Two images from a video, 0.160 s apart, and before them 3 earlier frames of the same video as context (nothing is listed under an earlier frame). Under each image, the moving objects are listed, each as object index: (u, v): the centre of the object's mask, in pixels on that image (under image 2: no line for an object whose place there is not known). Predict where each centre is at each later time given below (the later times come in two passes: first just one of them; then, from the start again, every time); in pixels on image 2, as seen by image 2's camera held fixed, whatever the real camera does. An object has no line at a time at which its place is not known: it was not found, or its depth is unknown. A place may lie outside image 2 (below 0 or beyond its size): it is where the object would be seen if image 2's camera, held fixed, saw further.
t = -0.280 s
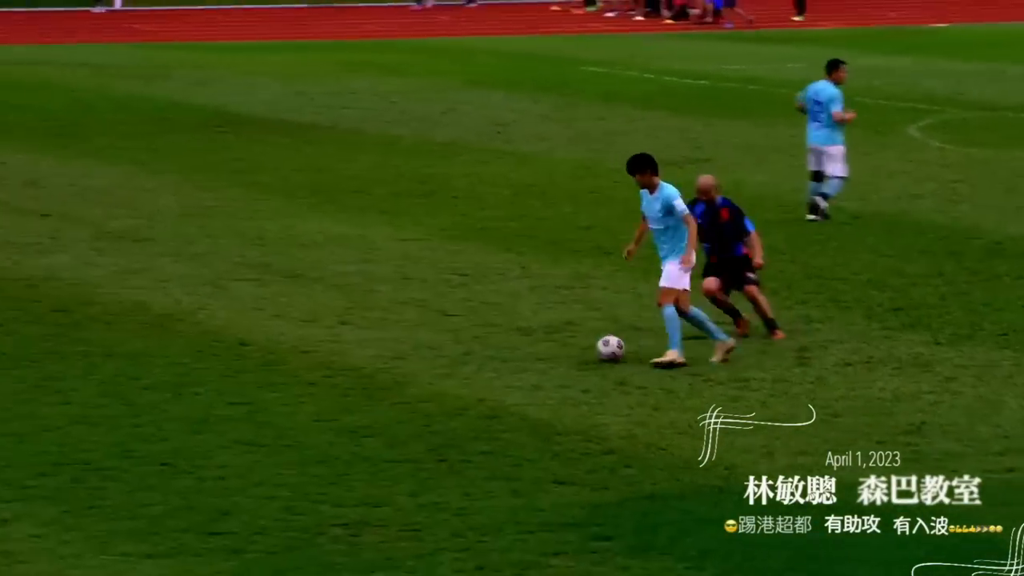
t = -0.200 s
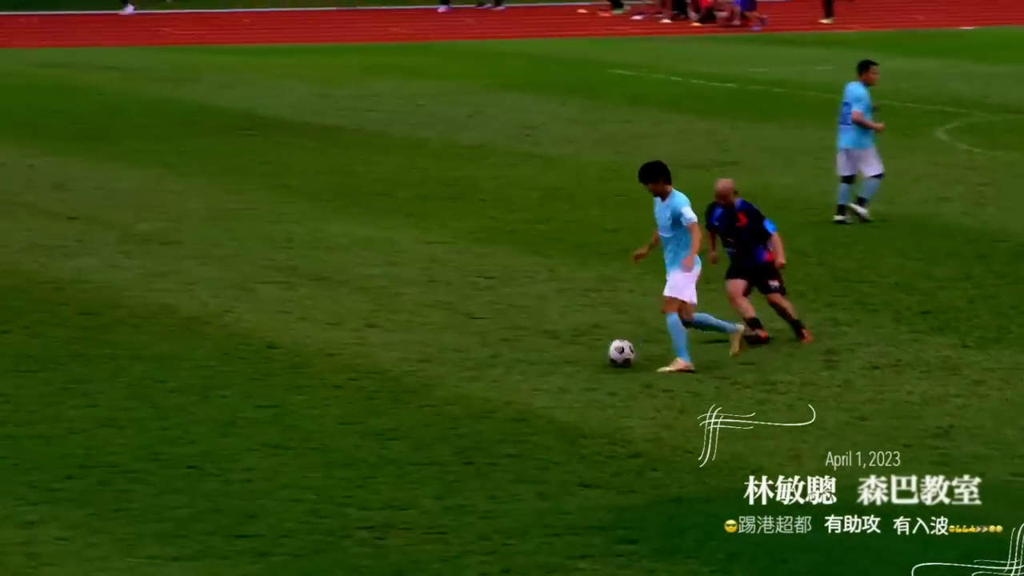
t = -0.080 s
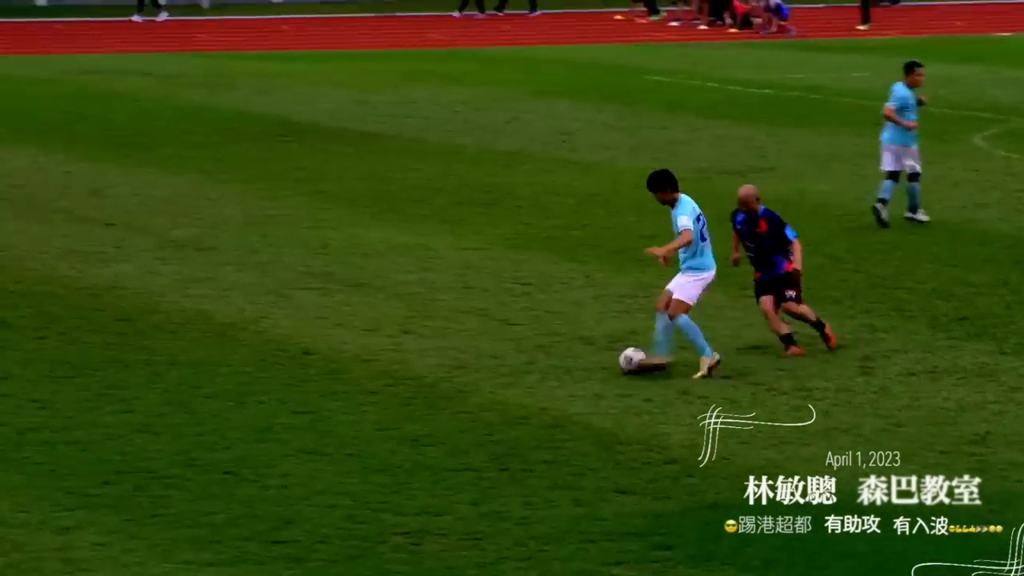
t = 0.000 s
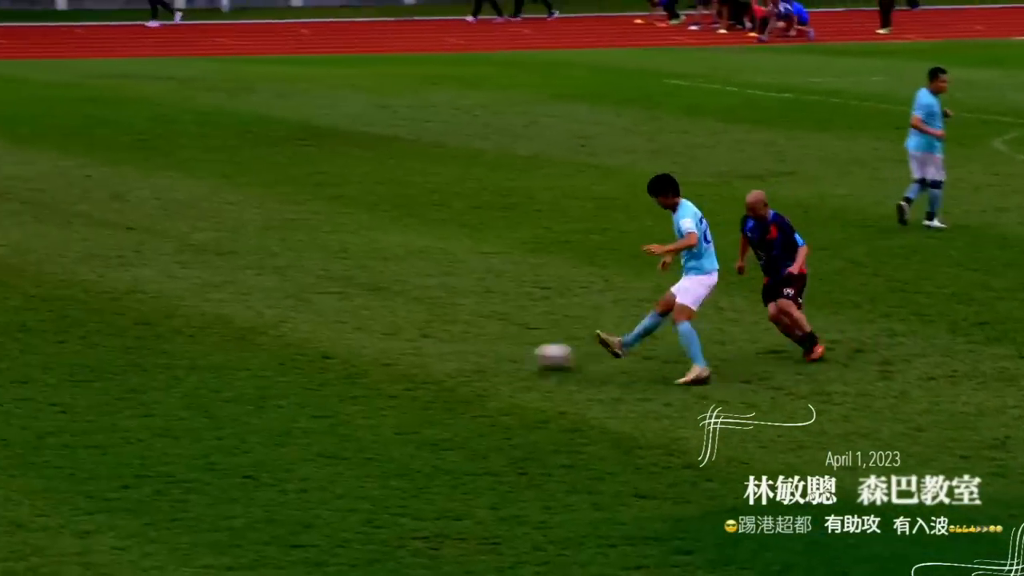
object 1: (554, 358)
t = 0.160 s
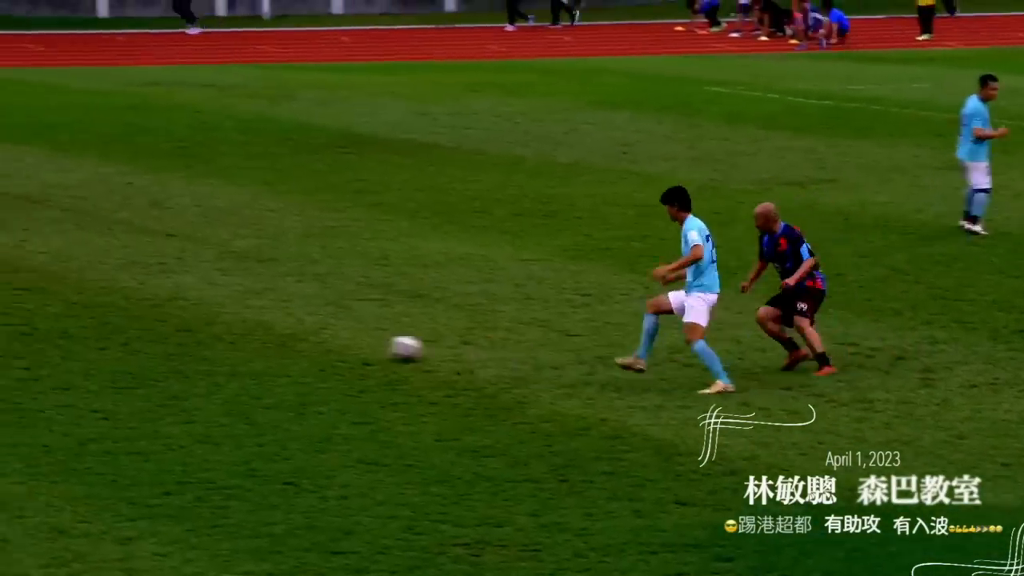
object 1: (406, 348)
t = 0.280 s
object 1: (289, 336)
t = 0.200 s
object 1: (366, 344)
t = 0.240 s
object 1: (327, 342)
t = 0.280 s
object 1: (289, 336)
